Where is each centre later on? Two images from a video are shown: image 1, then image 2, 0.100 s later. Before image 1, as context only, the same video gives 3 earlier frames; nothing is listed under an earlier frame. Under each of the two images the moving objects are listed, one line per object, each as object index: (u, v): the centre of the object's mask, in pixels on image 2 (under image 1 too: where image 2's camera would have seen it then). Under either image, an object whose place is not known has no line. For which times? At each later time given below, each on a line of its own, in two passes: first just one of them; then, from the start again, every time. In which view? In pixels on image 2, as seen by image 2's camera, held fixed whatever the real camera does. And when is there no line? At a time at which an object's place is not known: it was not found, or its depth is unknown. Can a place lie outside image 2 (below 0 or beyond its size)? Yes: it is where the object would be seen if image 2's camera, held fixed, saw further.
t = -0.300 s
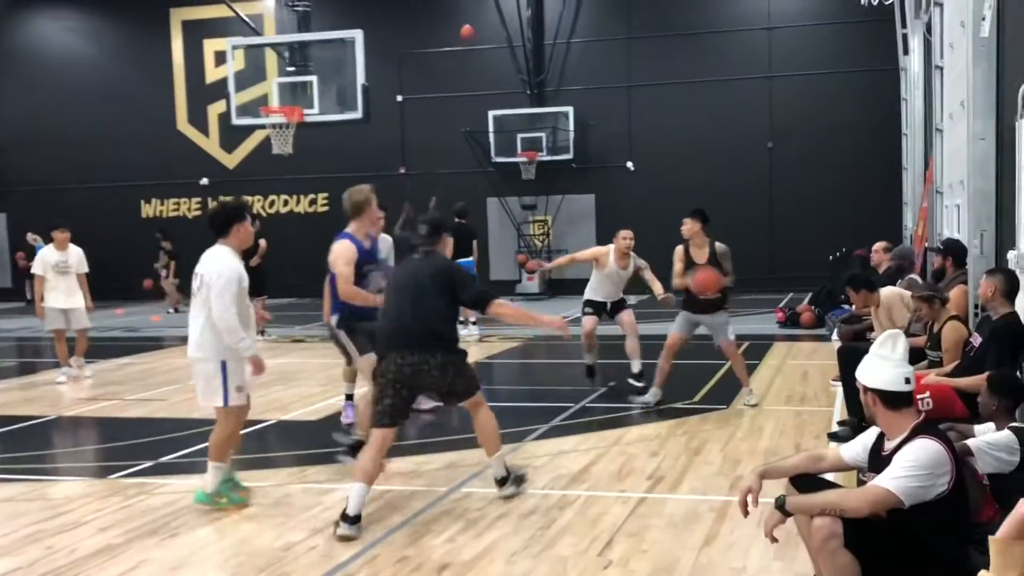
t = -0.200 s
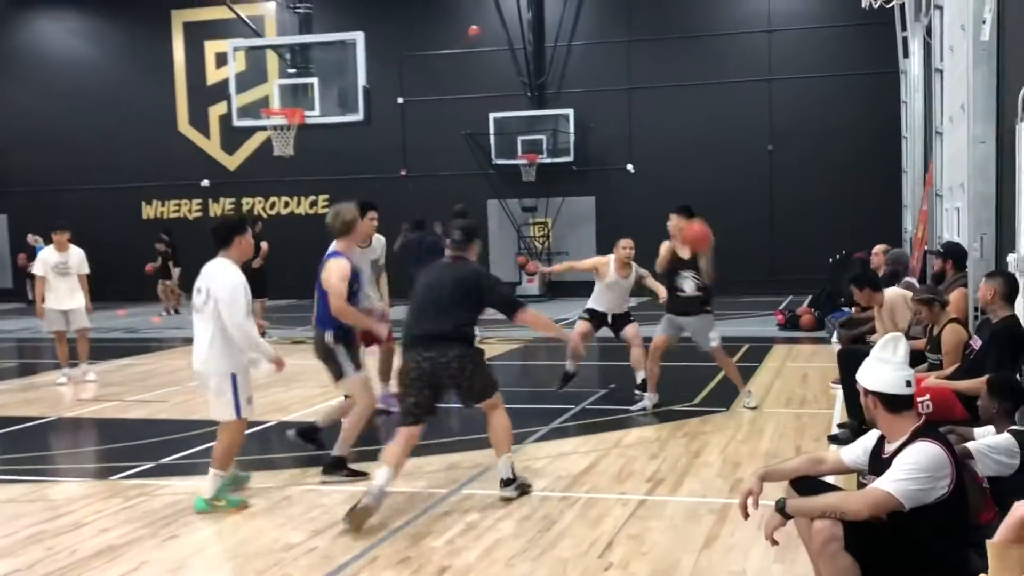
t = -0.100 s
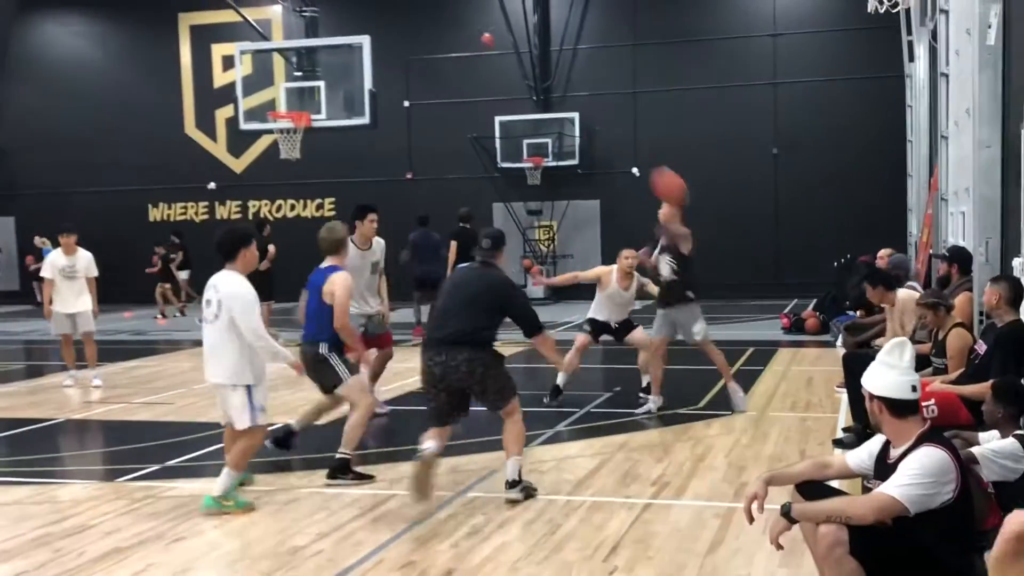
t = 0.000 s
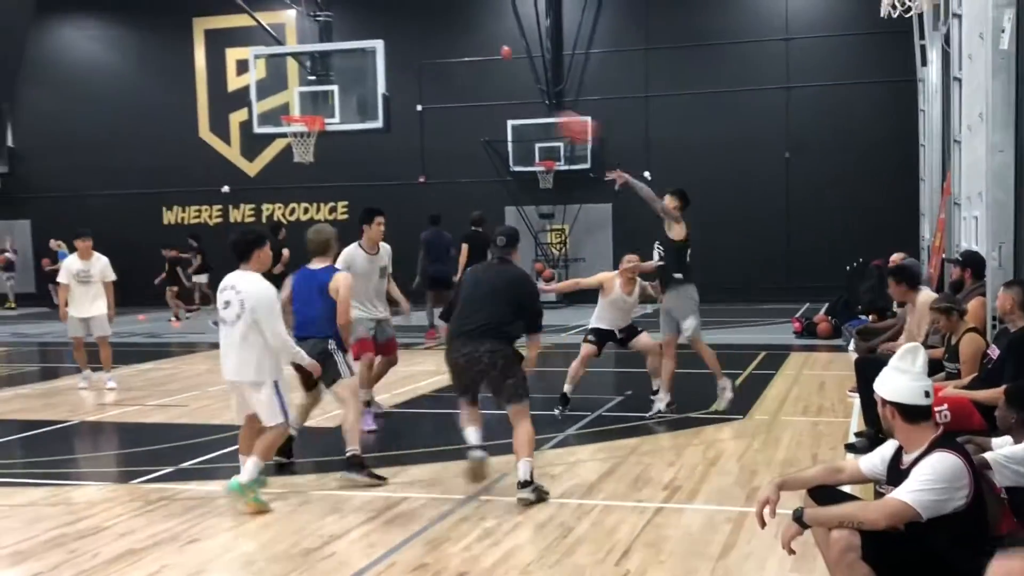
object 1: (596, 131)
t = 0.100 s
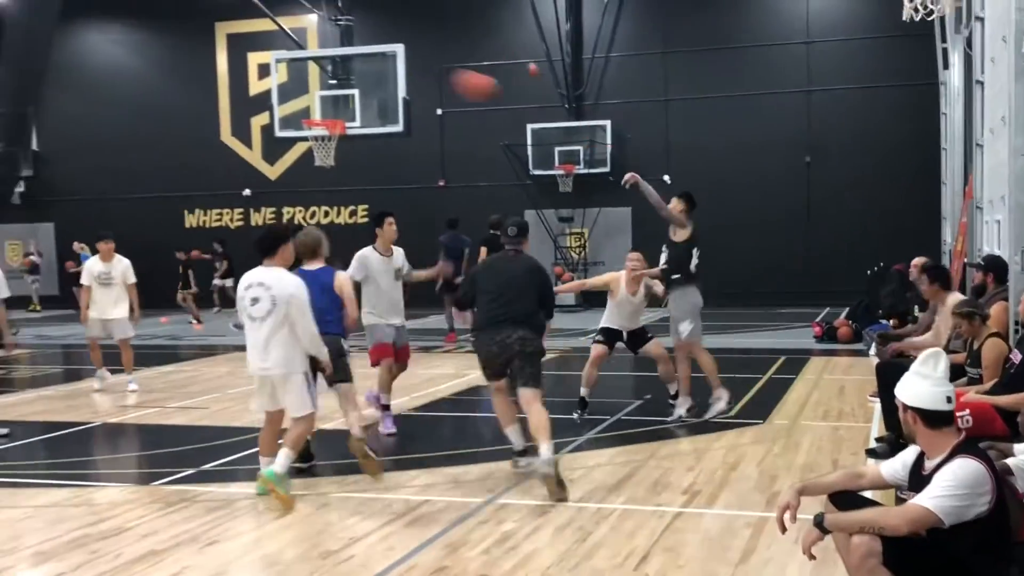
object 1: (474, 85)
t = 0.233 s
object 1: (329, 47)
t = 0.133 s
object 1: (436, 74)
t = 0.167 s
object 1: (403, 64)
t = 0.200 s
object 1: (362, 54)
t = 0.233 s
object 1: (329, 47)
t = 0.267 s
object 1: (295, 41)
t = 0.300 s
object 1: (264, 38)
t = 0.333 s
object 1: (230, 35)
